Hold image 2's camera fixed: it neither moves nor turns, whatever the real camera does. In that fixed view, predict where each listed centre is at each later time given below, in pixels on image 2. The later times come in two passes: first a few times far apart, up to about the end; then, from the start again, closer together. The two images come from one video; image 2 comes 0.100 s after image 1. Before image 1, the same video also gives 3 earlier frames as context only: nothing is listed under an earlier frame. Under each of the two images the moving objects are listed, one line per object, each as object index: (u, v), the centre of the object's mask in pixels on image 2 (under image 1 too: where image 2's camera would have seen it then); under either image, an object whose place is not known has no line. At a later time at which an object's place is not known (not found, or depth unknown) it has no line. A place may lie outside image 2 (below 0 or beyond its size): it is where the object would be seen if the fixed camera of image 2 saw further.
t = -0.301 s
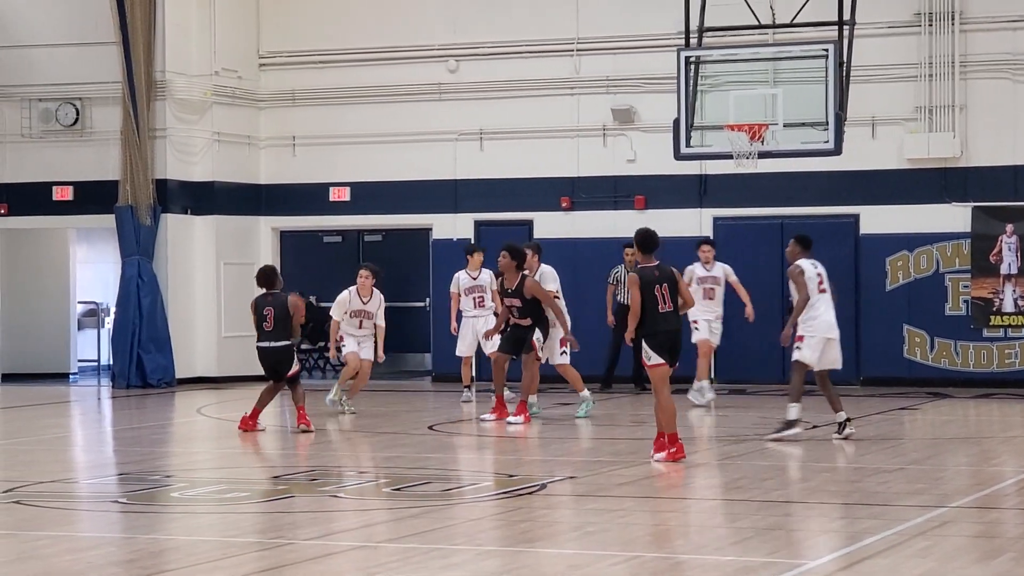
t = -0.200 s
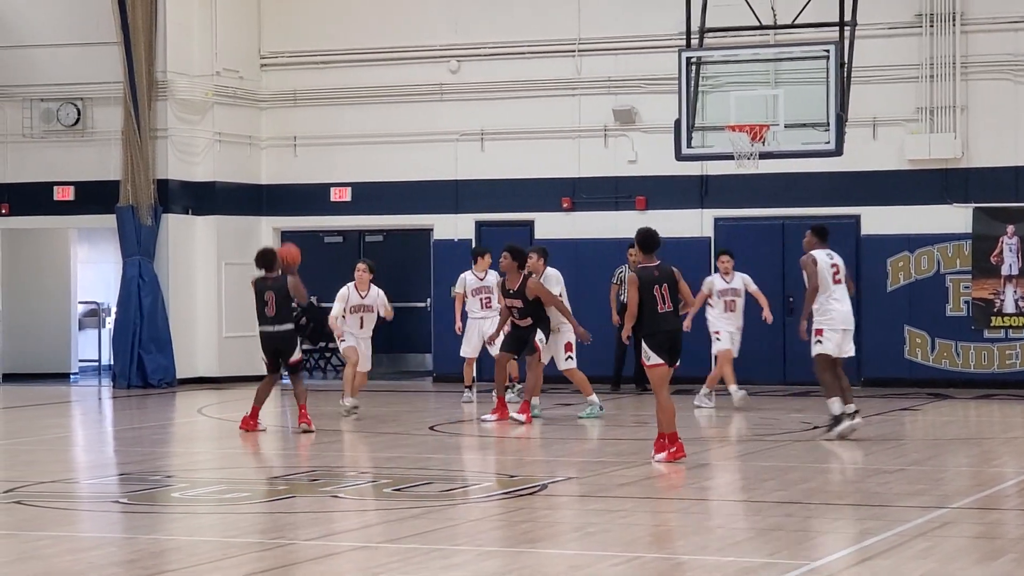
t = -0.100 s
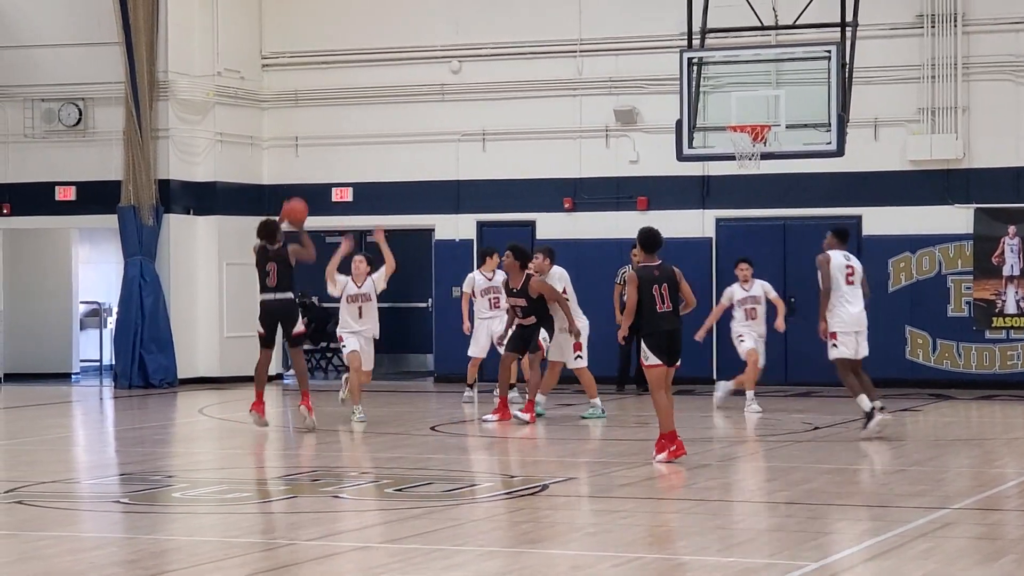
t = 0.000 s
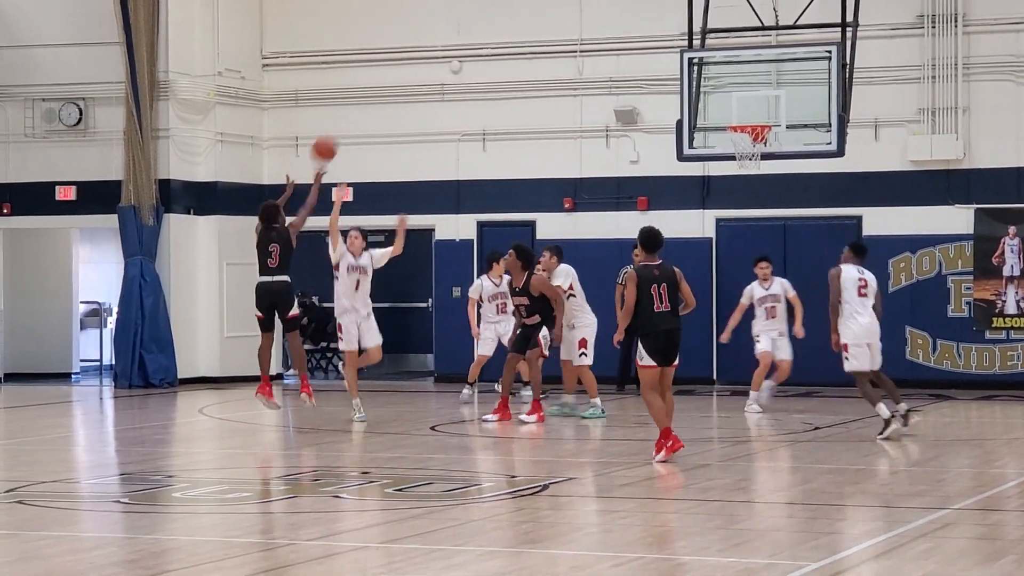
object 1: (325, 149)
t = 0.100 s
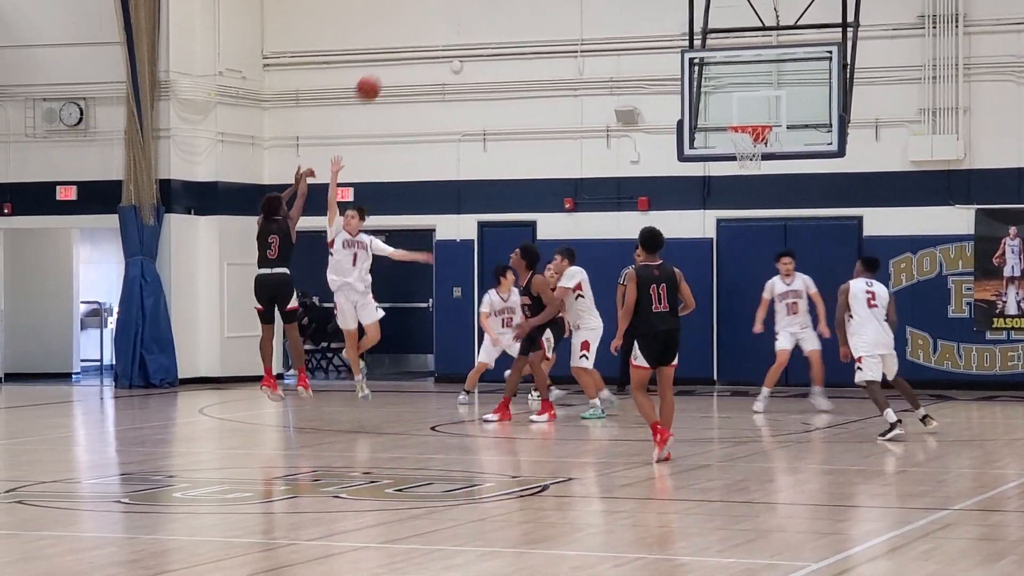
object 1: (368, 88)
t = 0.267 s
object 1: (436, 13)
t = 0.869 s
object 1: (659, 0)
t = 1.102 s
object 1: (730, 75)
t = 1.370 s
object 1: (739, 129)
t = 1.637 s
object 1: (773, 145)
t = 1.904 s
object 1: (751, 180)
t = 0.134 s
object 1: (382, 71)
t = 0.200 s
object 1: (409, 39)
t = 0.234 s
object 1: (422, 26)
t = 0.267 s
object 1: (436, 13)
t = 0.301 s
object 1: (449, 6)
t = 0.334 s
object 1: (461, 1)
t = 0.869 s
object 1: (659, 0)
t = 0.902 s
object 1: (669, 5)
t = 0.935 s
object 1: (679, 13)
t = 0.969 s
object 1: (690, 24)
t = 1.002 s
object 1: (699, 36)
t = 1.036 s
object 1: (710, 47)
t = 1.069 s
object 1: (720, 61)
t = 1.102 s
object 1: (730, 75)
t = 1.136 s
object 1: (738, 89)
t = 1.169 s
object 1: (748, 105)
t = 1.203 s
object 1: (757, 118)
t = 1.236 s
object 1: (758, 122)
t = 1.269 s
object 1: (754, 122)
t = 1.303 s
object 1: (745, 123)
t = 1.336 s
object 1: (739, 129)
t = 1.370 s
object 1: (739, 129)
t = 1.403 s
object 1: (746, 132)
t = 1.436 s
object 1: (751, 138)
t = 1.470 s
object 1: (761, 138)
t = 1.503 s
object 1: (766, 143)
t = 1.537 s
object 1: (770, 143)
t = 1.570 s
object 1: (772, 143)
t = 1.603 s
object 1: (773, 144)
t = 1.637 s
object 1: (773, 145)
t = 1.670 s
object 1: (772, 148)
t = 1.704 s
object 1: (769, 149)
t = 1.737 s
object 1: (766, 152)
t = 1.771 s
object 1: (763, 156)
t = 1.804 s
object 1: (761, 160)
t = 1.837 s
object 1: (758, 168)
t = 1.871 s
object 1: (754, 173)
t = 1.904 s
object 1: (751, 180)
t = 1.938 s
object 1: (748, 187)
